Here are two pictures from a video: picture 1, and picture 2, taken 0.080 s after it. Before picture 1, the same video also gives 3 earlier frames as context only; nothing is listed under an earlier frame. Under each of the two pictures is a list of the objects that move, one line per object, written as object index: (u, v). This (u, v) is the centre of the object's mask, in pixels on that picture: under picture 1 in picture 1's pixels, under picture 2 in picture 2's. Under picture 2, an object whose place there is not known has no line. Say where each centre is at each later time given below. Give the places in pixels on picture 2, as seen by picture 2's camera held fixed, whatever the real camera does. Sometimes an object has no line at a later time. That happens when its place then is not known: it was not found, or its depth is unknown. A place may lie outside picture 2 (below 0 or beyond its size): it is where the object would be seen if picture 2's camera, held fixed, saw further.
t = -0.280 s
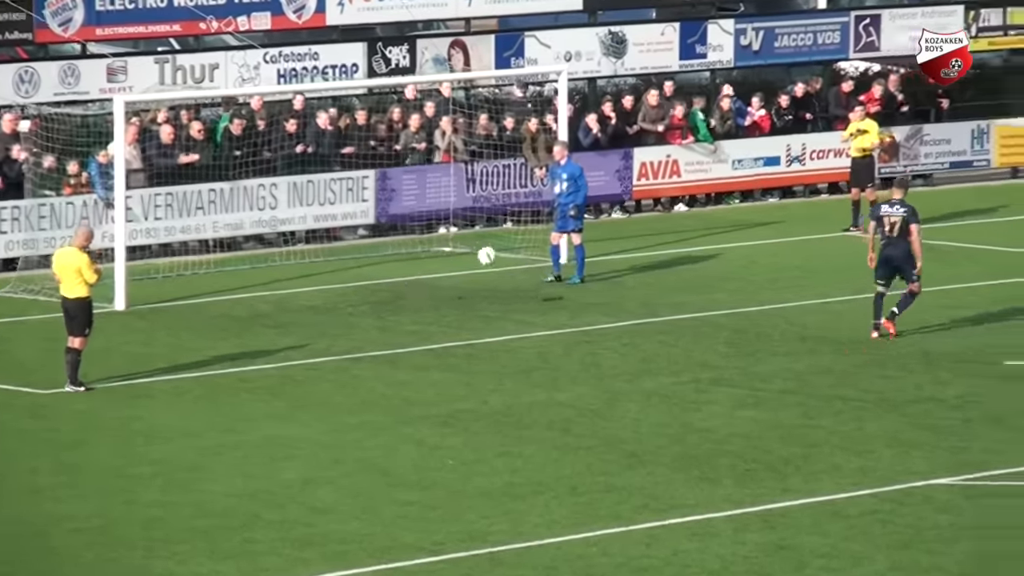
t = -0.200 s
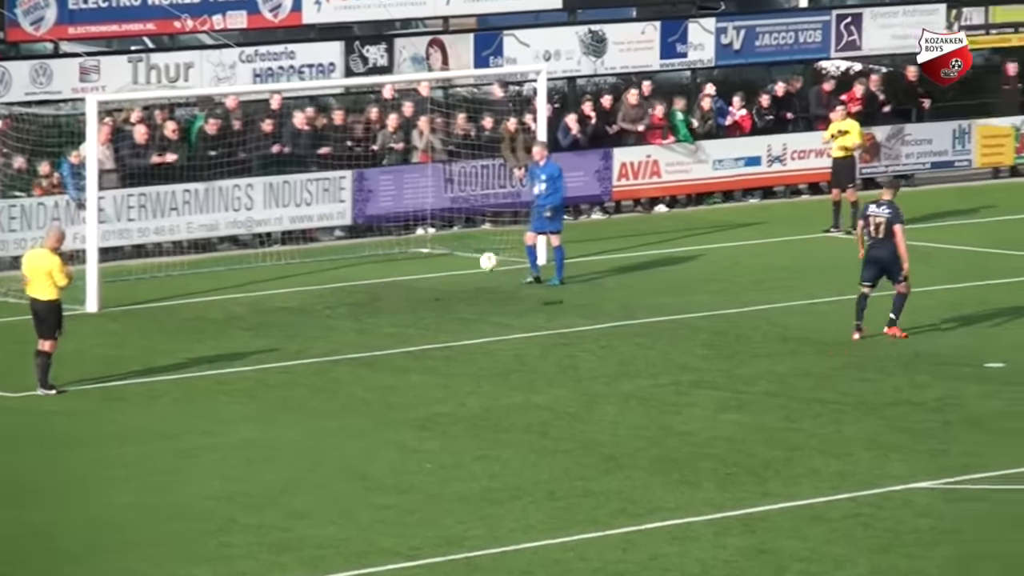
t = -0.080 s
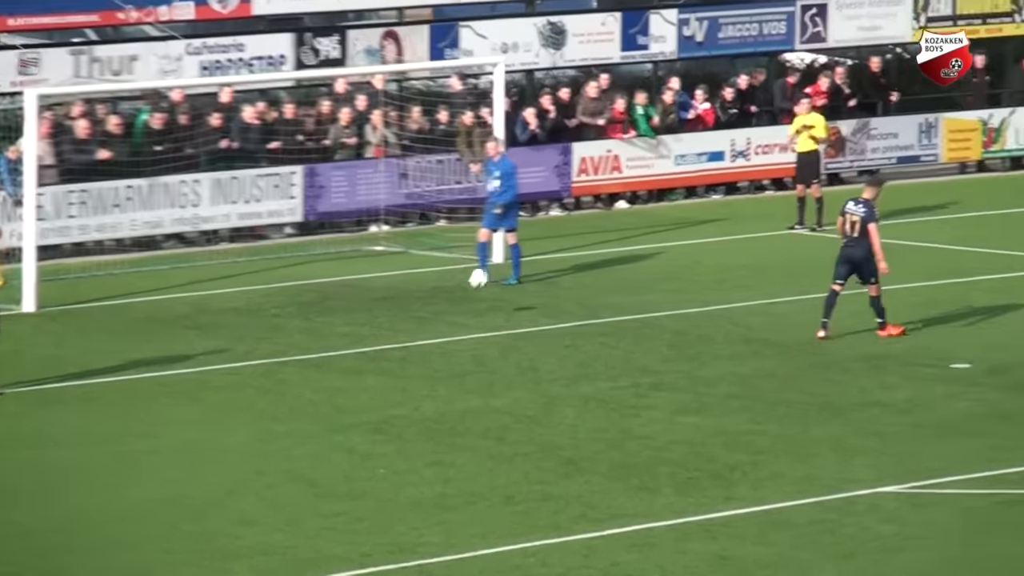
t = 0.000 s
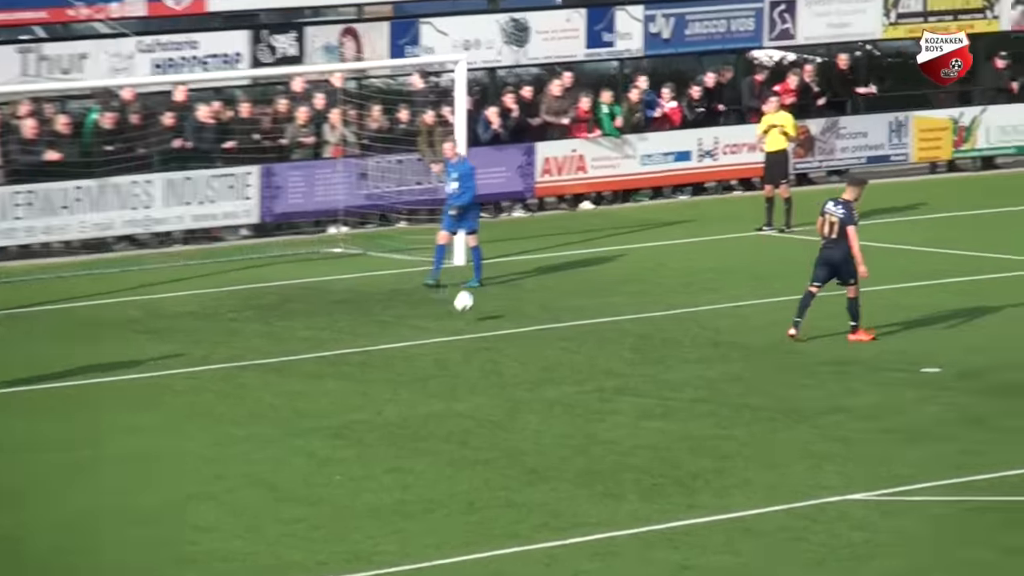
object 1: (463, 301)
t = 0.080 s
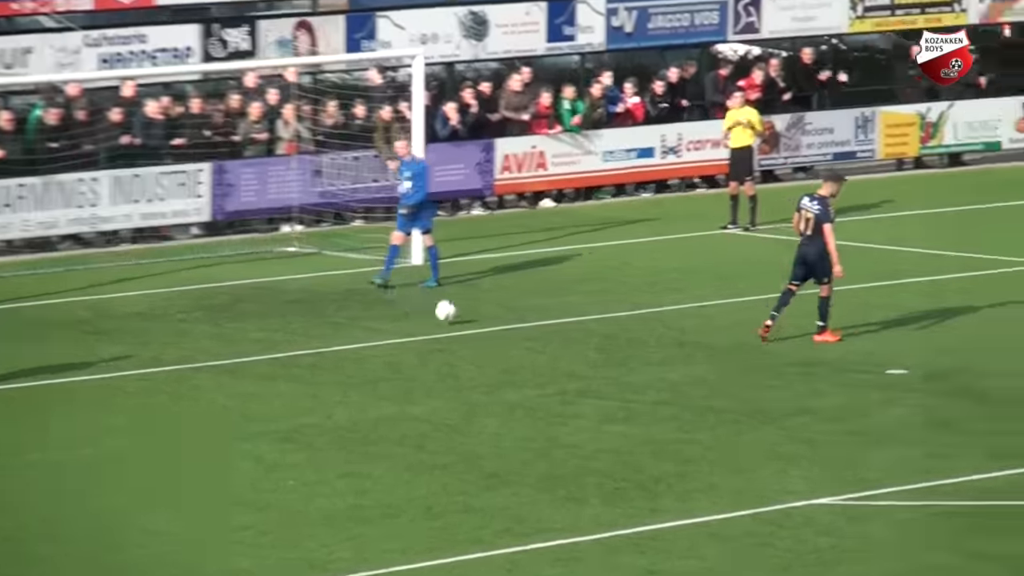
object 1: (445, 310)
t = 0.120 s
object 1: (457, 304)
